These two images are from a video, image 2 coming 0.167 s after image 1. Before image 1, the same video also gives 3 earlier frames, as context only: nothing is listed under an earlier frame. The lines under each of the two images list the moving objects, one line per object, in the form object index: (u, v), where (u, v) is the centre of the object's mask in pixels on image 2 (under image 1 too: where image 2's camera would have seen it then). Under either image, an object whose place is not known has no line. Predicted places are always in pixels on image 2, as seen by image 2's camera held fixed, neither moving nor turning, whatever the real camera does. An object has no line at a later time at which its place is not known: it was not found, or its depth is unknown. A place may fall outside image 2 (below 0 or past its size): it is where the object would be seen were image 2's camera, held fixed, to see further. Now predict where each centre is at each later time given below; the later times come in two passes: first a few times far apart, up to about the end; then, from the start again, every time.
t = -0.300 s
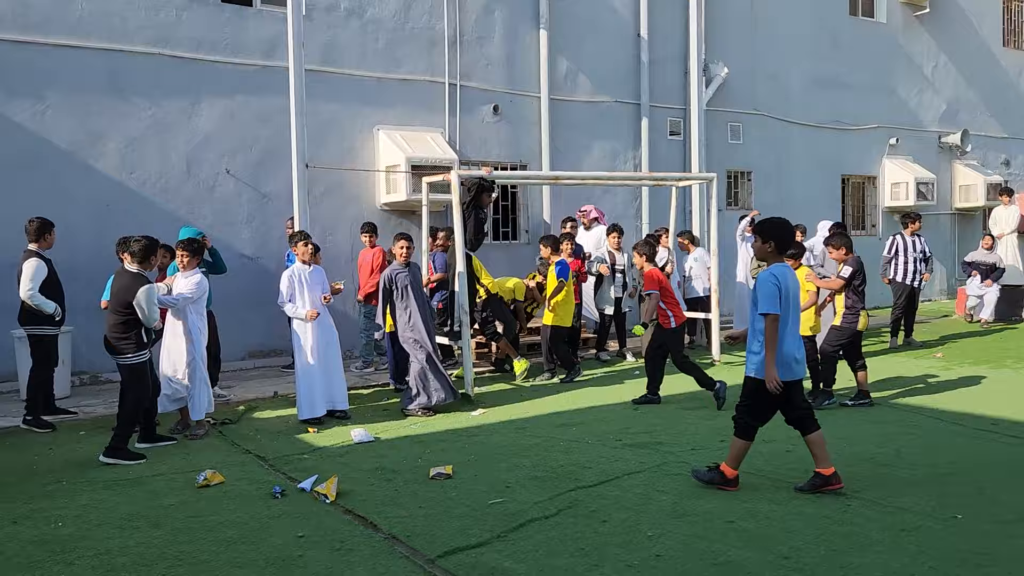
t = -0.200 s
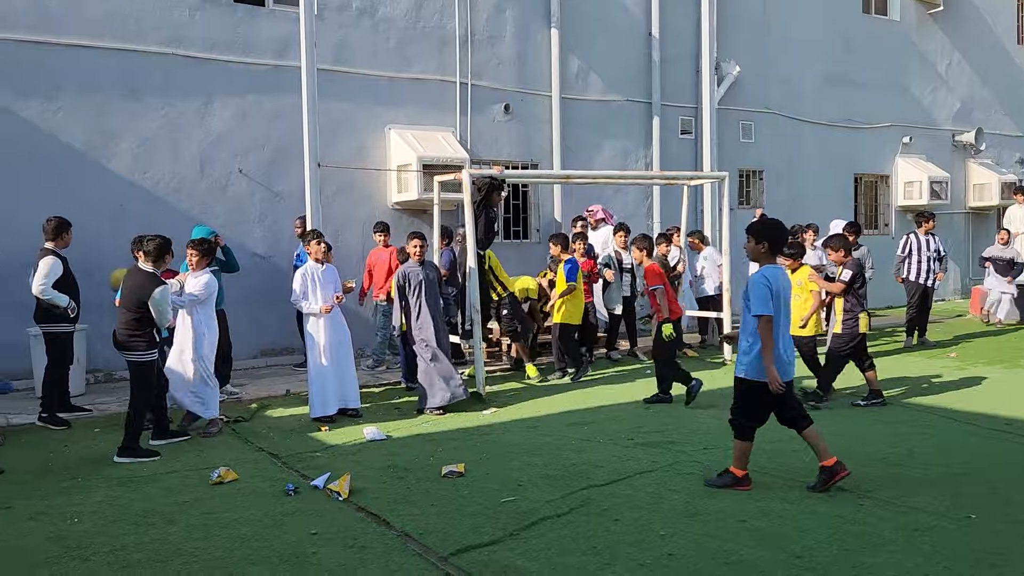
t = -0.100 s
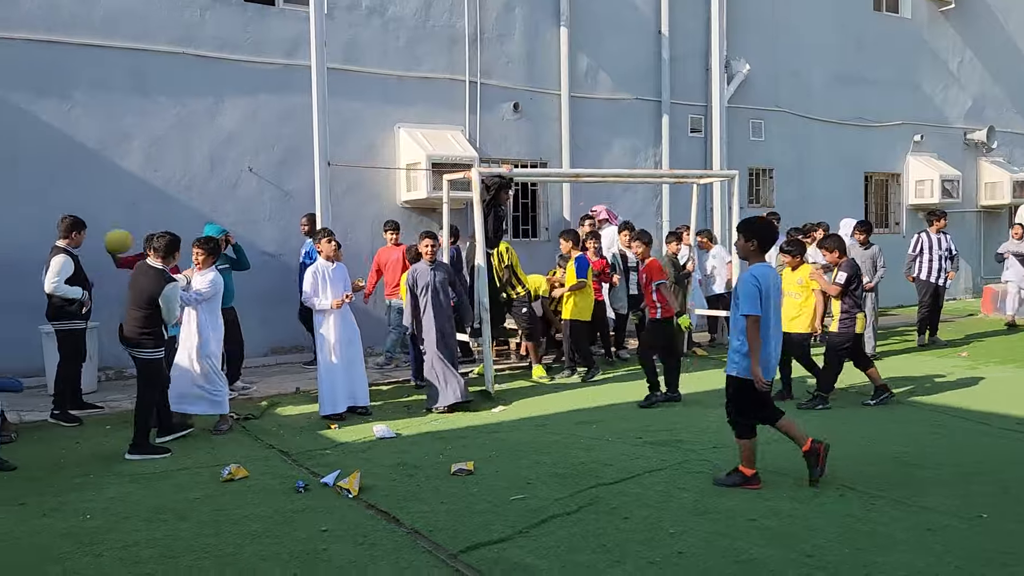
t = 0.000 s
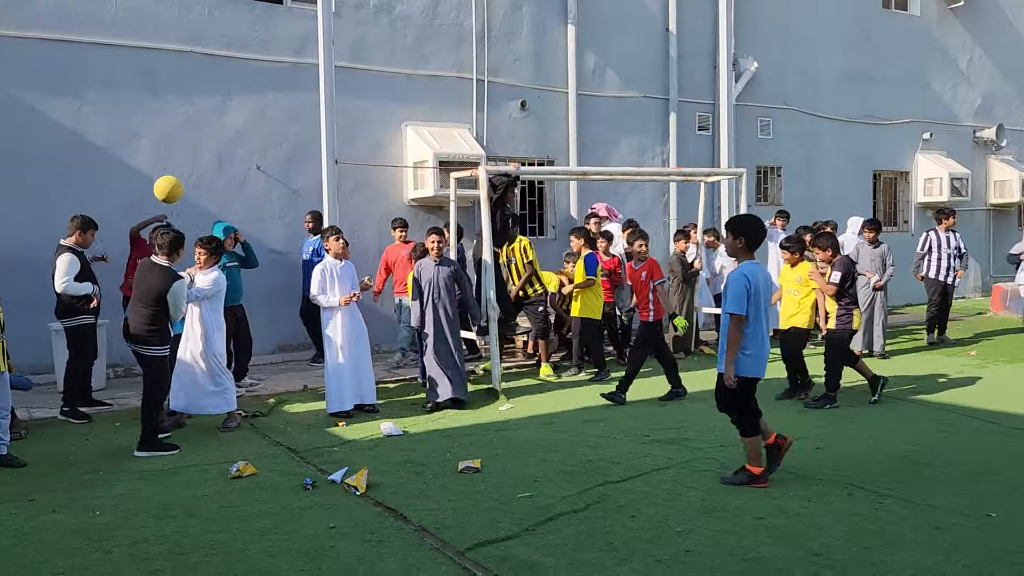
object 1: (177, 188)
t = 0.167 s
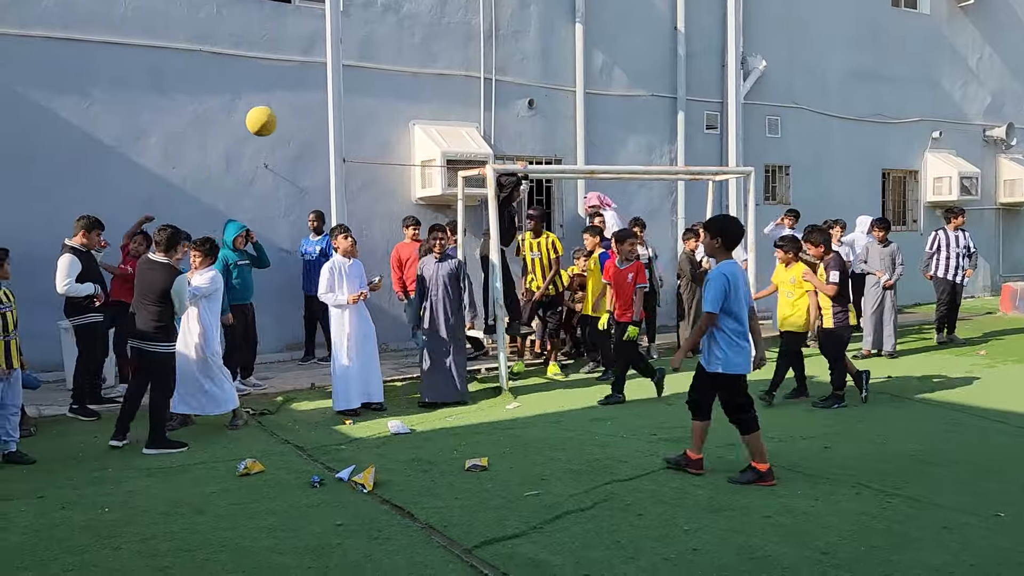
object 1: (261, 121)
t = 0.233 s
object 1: (300, 101)
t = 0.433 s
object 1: (440, 71)
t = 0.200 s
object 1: (280, 111)
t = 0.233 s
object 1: (300, 101)
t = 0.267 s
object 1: (320, 92)
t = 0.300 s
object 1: (342, 85)
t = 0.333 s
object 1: (365, 80)
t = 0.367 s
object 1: (389, 76)
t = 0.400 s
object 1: (413, 72)
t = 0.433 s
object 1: (440, 71)
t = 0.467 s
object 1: (467, 72)
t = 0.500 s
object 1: (497, 74)
